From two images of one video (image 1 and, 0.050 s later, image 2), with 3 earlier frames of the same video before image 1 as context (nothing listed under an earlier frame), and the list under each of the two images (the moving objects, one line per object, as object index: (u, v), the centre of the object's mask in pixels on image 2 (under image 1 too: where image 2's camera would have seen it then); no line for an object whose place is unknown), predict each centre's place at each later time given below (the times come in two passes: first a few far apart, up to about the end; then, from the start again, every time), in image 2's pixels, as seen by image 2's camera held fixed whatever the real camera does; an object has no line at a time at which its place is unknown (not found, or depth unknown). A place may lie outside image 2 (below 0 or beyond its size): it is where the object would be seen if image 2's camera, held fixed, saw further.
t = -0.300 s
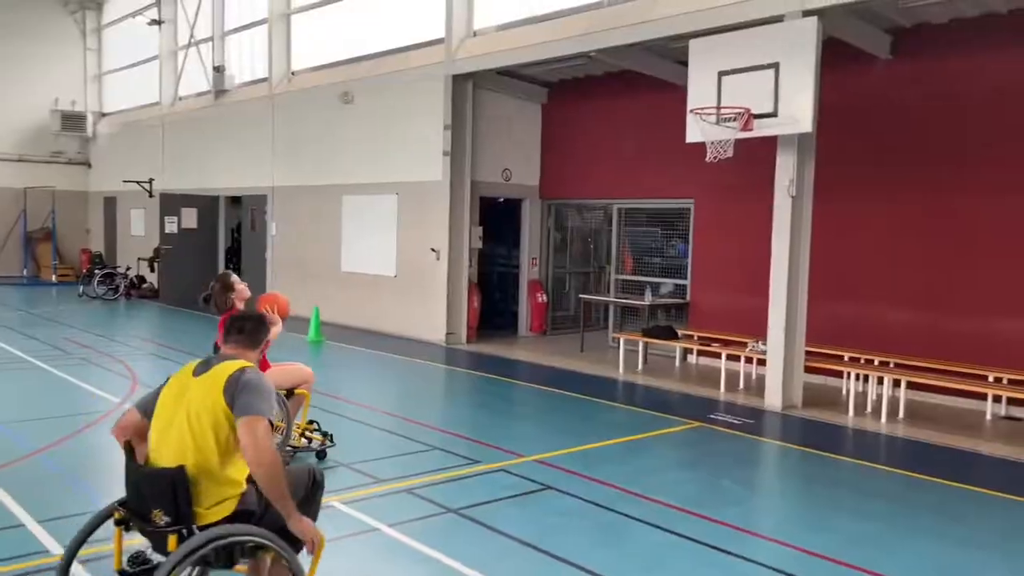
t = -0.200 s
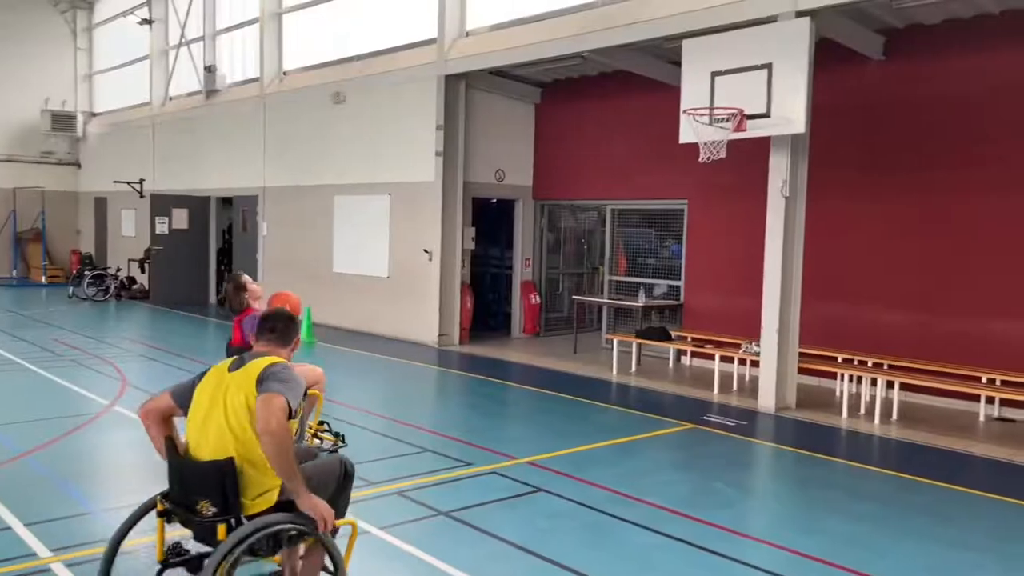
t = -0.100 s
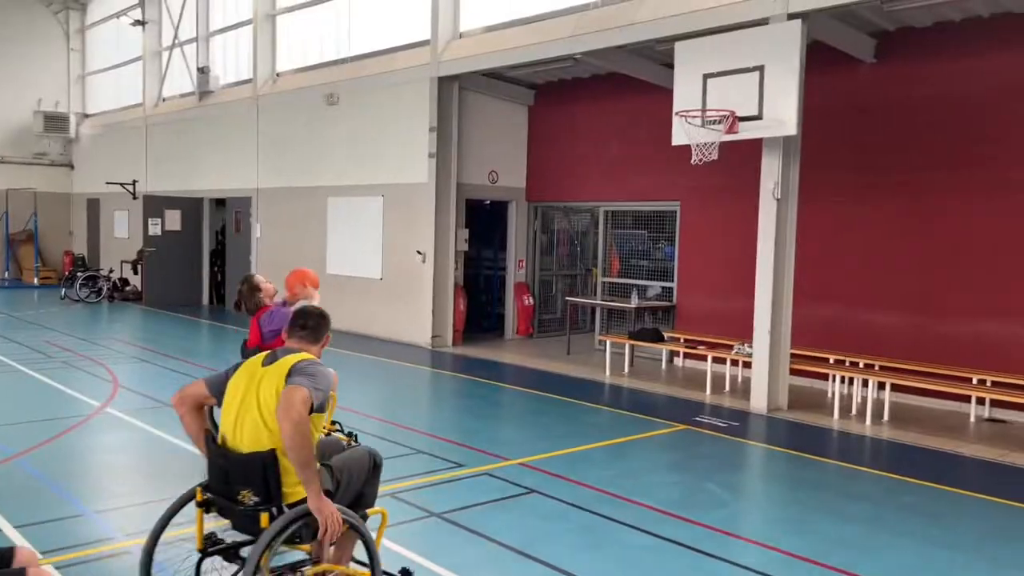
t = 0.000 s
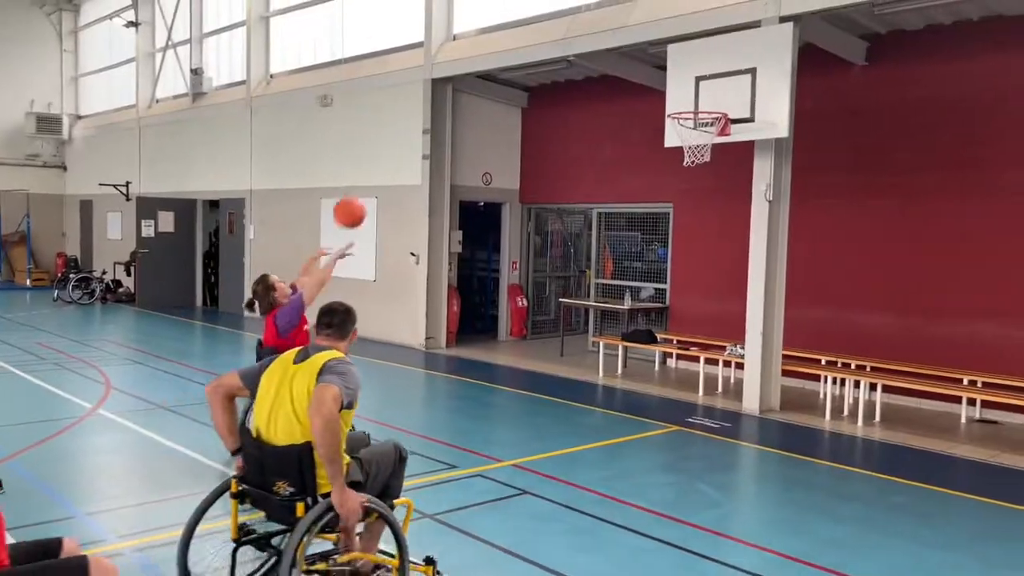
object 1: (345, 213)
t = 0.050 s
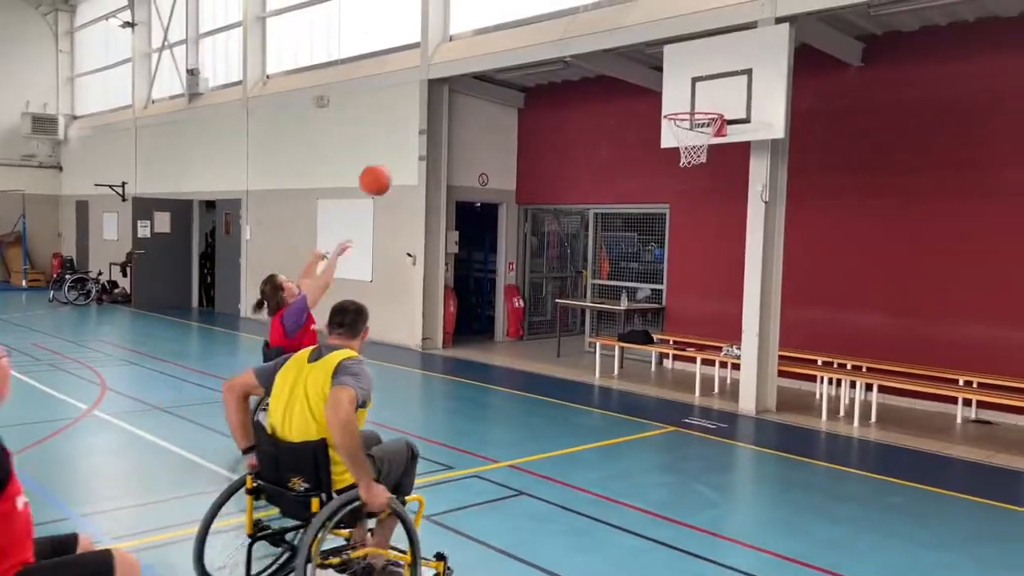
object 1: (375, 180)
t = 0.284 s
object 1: (501, 82)
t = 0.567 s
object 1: (631, 69)
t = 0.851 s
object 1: (684, 127)
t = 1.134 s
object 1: (704, 172)
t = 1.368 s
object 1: (716, 245)
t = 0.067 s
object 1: (384, 170)
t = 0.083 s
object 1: (394, 161)
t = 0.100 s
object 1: (403, 151)
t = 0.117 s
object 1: (413, 143)
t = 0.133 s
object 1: (422, 135)
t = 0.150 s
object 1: (431, 127)
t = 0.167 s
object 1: (440, 119)
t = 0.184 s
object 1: (449, 113)
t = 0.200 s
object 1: (458, 106)
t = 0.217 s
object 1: (467, 100)
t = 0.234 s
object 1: (475, 95)
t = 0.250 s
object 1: (484, 90)
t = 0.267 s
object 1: (492, 85)
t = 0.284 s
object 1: (501, 82)
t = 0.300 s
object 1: (509, 78)
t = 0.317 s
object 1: (517, 75)
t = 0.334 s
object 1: (525, 72)
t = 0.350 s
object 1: (534, 69)
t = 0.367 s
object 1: (542, 67)
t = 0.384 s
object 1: (549, 66)
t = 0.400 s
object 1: (557, 64)
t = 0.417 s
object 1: (565, 63)
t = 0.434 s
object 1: (573, 62)
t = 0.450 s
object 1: (581, 61)
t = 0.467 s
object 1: (588, 61)
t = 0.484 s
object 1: (595, 62)
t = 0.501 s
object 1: (603, 63)
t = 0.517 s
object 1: (610, 64)
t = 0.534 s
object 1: (617, 65)
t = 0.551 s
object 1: (624, 67)
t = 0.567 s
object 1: (631, 69)
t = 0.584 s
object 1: (638, 71)
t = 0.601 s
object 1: (645, 74)
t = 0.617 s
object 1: (652, 77)
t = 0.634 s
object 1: (658, 81)
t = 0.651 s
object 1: (664, 85)
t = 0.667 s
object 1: (671, 89)
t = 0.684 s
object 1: (678, 93)
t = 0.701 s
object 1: (685, 98)
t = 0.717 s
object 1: (691, 103)
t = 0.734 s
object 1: (698, 107)
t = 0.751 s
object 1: (704, 114)
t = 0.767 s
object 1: (703, 115)
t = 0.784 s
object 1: (698, 117)
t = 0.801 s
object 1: (692, 118)
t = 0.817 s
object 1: (687, 120)
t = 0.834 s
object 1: (683, 123)
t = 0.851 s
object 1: (684, 127)
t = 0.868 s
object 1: (686, 131)
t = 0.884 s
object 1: (688, 136)
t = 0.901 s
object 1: (689, 141)
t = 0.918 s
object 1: (690, 147)
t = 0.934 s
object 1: (692, 153)
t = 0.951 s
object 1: (693, 155)
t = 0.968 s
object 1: (695, 157)
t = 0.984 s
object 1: (697, 157)
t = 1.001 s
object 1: (698, 157)
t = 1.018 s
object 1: (699, 158)
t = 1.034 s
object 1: (700, 159)
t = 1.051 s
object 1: (701, 160)
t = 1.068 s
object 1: (701, 162)
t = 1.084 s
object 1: (702, 163)
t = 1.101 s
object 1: (703, 166)
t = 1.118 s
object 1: (704, 169)
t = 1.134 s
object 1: (704, 172)
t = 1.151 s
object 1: (705, 175)
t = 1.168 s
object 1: (706, 179)
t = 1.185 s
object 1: (707, 182)
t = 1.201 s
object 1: (708, 187)
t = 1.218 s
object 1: (709, 191)
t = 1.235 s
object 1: (710, 196)
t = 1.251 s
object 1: (711, 201)
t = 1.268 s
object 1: (711, 207)
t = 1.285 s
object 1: (712, 212)
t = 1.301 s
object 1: (713, 218)
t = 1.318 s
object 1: (714, 225)
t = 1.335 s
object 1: (714, 231)
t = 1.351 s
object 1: (715, 238)
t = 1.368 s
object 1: (716, 245)
